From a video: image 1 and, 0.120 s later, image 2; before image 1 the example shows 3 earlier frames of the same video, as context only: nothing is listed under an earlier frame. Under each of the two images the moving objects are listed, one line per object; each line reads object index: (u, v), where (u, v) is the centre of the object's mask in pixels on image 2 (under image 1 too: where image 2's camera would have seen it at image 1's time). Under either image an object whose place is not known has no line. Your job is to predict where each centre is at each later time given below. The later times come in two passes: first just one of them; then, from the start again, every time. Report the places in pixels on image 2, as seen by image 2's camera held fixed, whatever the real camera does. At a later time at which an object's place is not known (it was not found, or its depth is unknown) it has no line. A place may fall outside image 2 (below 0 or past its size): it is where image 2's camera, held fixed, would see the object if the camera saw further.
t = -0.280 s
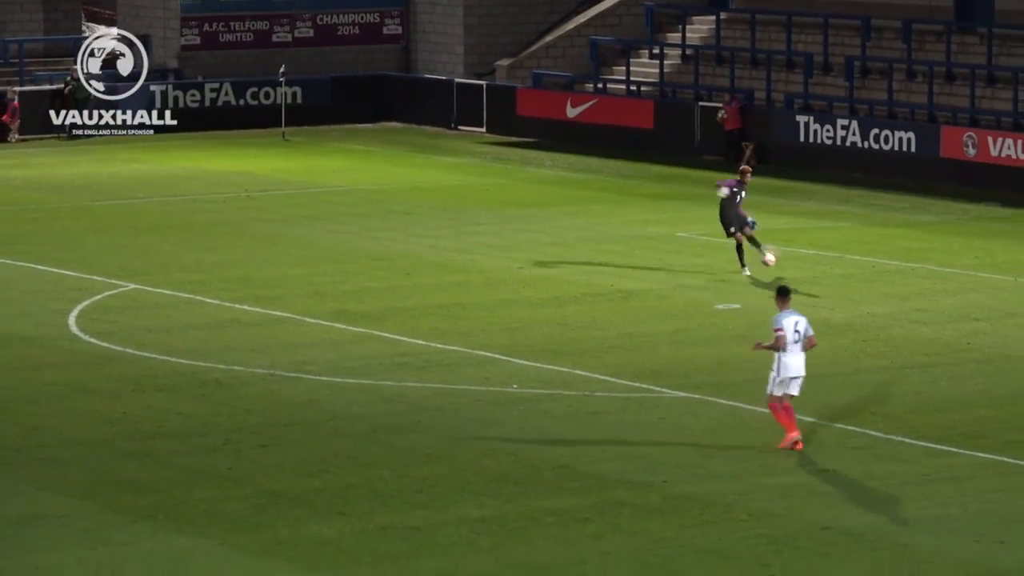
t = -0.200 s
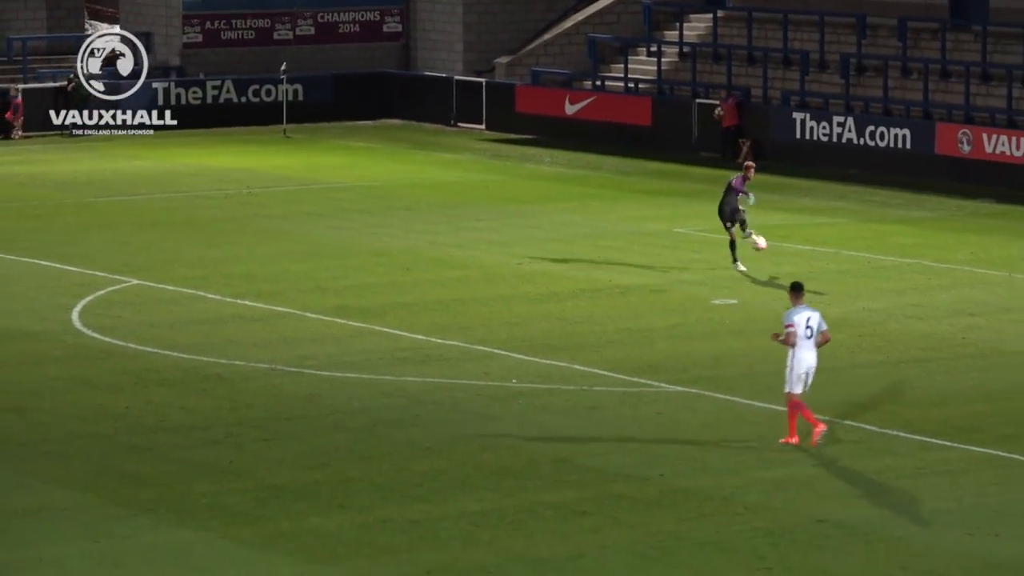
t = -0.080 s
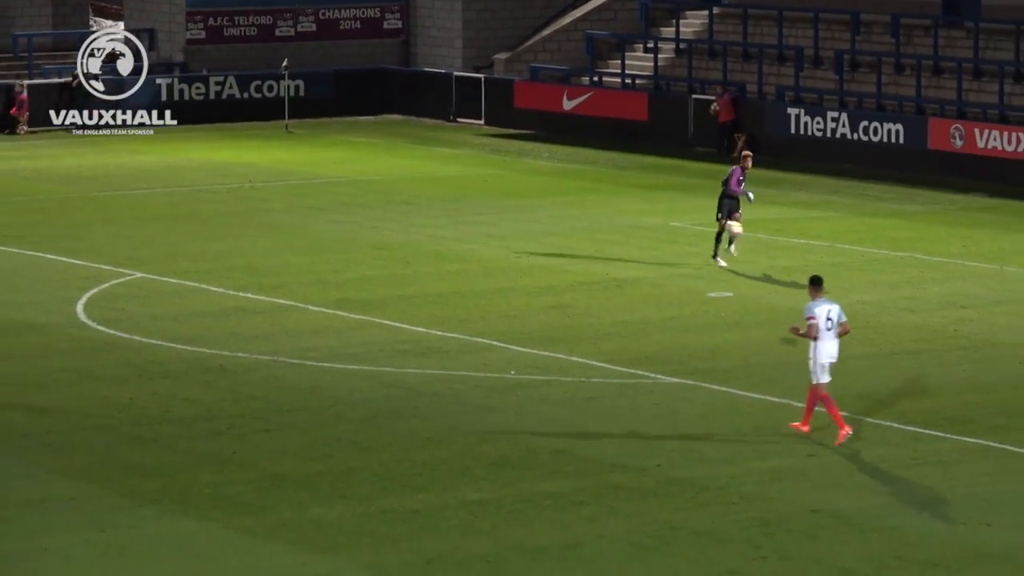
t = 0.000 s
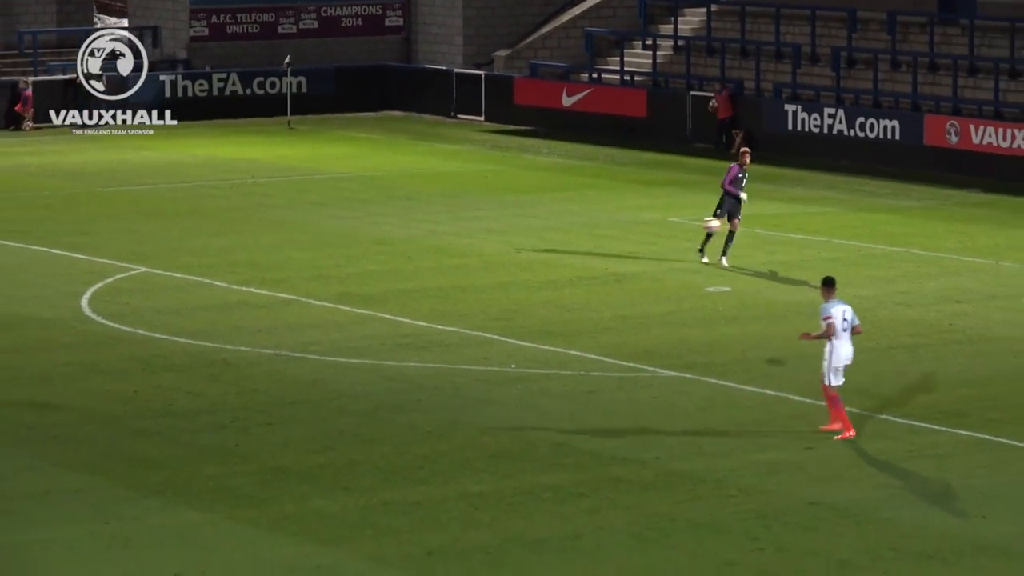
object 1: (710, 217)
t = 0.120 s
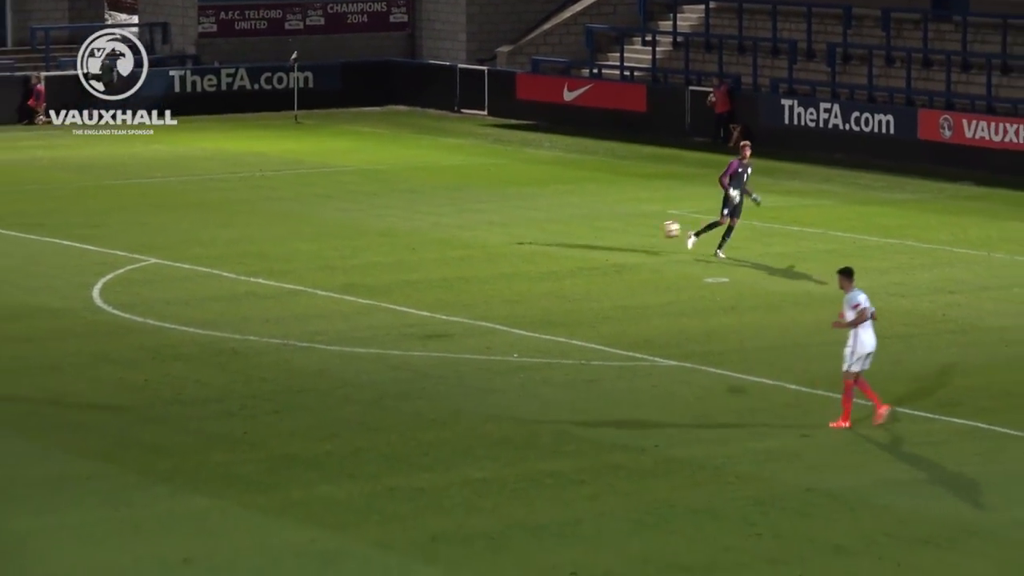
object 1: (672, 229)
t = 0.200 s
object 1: (637, 242)
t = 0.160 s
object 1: (655, 235)
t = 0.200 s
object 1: (637, 242)
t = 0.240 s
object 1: (620, 251)
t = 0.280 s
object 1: (601, 262)
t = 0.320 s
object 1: (581, 275)
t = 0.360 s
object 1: (560, 288)
